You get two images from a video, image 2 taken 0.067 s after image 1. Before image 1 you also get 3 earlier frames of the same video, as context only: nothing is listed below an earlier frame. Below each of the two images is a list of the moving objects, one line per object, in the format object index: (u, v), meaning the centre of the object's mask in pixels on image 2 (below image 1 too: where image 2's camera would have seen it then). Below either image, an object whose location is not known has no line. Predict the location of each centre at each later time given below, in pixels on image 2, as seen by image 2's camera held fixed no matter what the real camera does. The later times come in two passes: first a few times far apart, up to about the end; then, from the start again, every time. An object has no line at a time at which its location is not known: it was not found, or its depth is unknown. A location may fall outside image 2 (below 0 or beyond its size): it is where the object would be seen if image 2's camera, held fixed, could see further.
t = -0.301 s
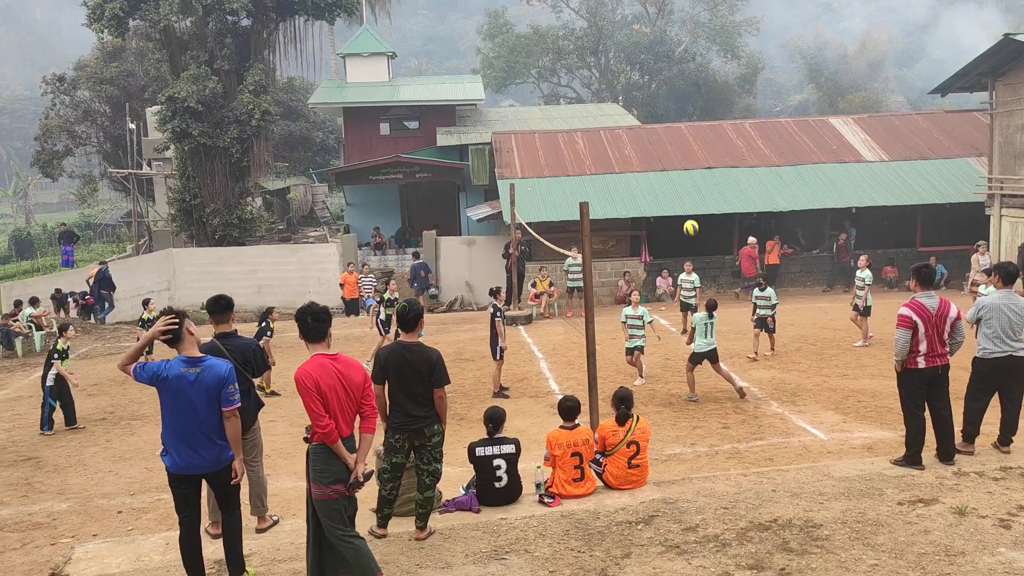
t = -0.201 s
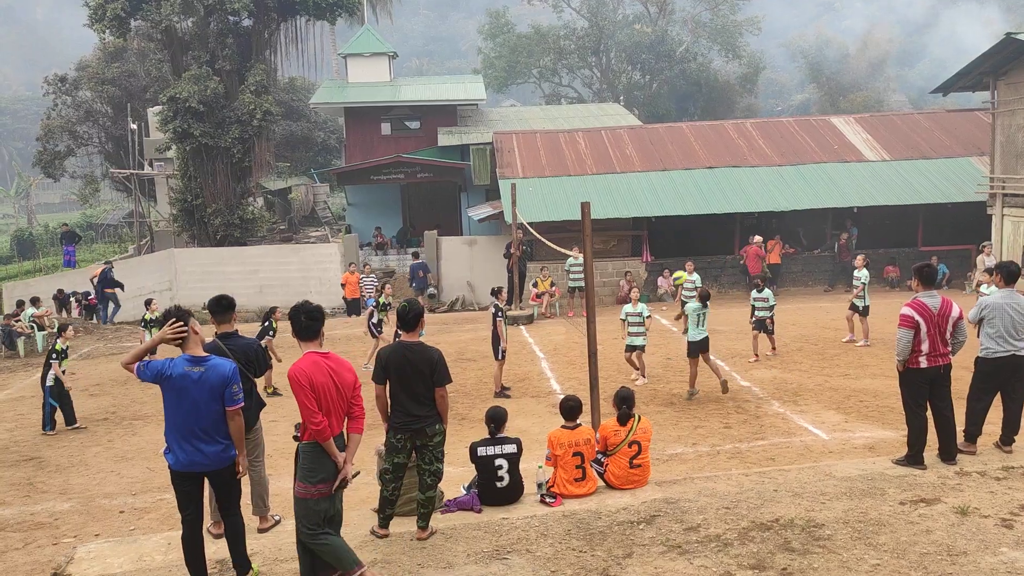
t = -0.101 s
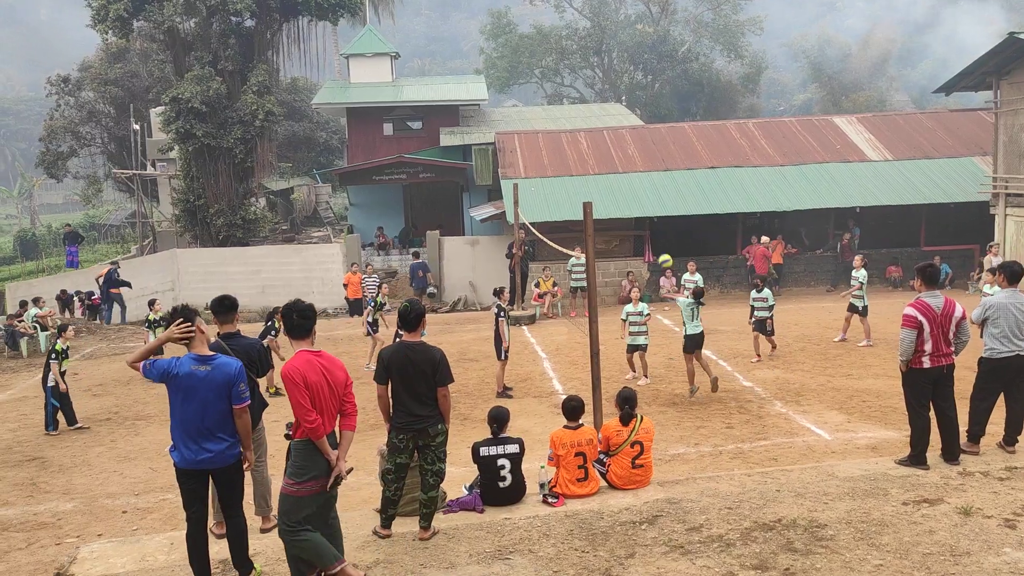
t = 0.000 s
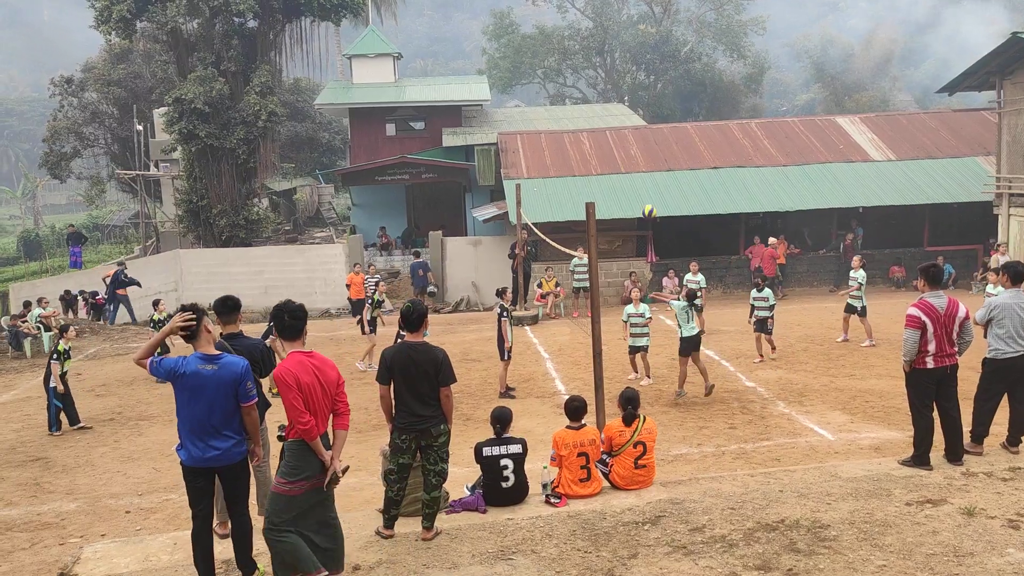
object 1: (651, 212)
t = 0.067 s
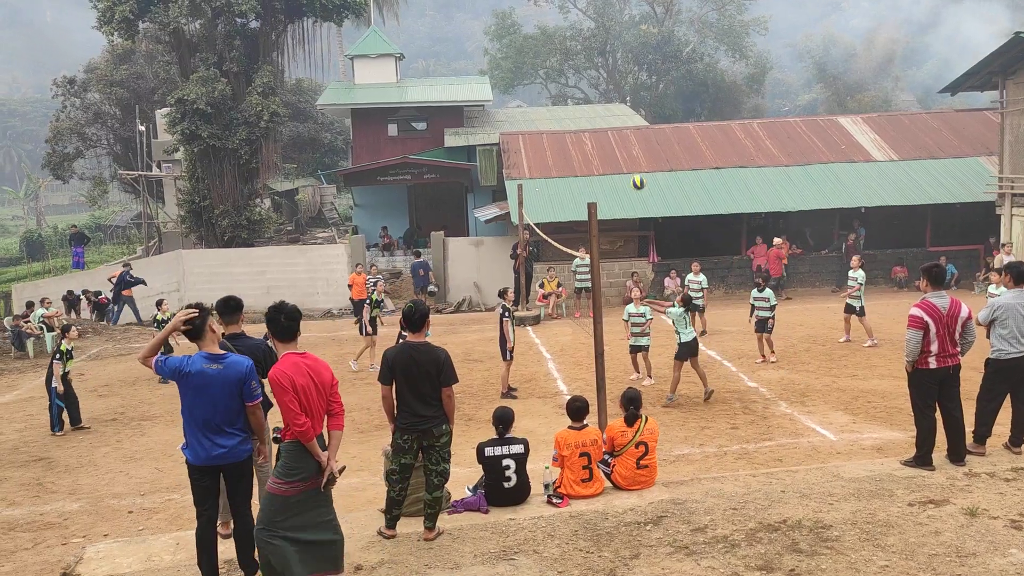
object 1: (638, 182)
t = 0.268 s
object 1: (601, 112)
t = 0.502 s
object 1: (559, 63)
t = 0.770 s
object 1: (512, 58)
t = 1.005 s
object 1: (473, 97)
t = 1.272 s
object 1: (431, 188)
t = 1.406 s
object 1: (412, 251)
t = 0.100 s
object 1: (631, 168)
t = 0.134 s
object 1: (626, 155)
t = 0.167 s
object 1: (619, 143)
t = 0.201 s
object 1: (613, 132)
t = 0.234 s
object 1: (607, 121)
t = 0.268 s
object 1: (601, 112)
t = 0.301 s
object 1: (595, 102)
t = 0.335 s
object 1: (589, 94)
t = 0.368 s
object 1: (583, 86)
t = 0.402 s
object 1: (577, 79)
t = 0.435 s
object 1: (571, 73)
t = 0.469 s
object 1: (565, 68)
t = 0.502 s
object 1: (559, 63)
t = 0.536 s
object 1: (553, 60)
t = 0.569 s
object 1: (547, 57)
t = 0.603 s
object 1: (541, 55)
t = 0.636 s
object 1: (535, 54)
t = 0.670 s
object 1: (529, 54)
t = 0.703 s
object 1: (523, 55)
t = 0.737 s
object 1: (518, 56)
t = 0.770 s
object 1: (512, 58)
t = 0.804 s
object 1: (506, 61)
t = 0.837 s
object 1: (500, 65)
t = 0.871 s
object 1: (495, 69)
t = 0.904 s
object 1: (490, 75)
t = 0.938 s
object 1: (484, 81)
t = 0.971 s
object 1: (478, 89)
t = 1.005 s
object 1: (473, 97)
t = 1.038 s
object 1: (467, 106)
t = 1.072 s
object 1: (462, 115)
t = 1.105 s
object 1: (457, 125)
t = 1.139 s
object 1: (451, 136)
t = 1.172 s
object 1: (446, 149)
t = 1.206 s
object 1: (441, 161)
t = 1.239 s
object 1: (436, 174)
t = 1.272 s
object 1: (431, 188)
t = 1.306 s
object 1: (426, 203)
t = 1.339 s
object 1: (422, 219)
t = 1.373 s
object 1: (417, 235)
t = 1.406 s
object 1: (412, 251)
